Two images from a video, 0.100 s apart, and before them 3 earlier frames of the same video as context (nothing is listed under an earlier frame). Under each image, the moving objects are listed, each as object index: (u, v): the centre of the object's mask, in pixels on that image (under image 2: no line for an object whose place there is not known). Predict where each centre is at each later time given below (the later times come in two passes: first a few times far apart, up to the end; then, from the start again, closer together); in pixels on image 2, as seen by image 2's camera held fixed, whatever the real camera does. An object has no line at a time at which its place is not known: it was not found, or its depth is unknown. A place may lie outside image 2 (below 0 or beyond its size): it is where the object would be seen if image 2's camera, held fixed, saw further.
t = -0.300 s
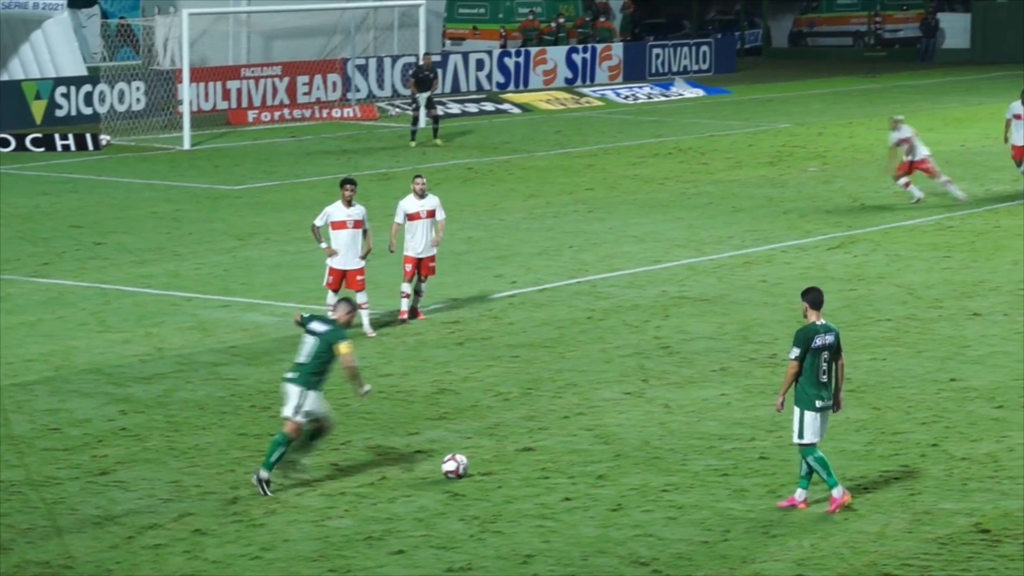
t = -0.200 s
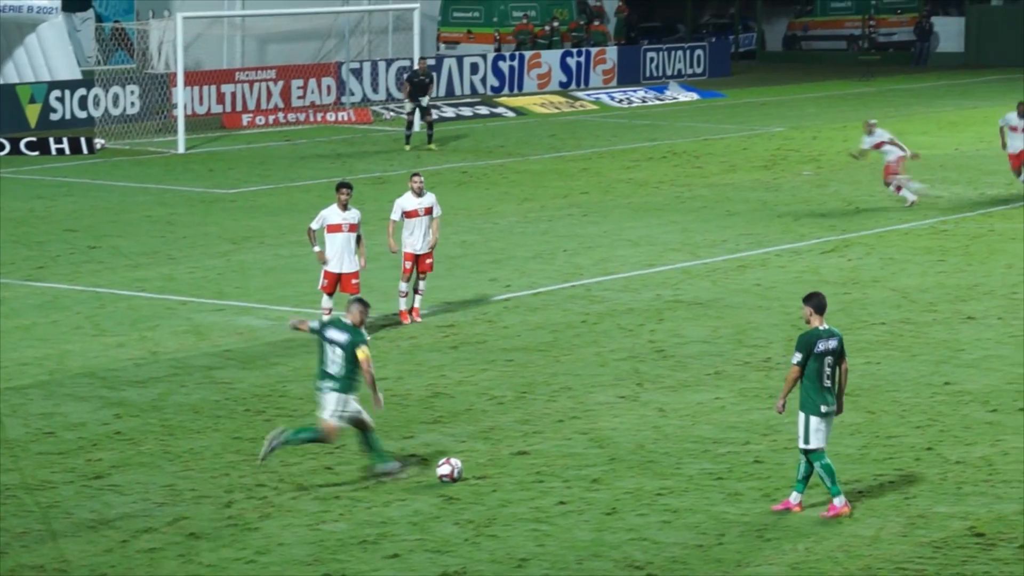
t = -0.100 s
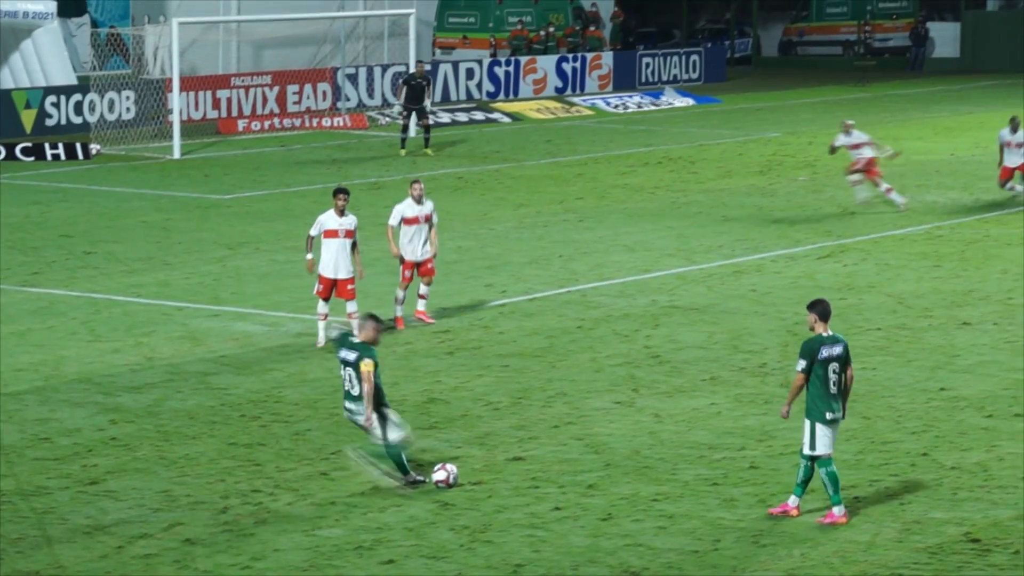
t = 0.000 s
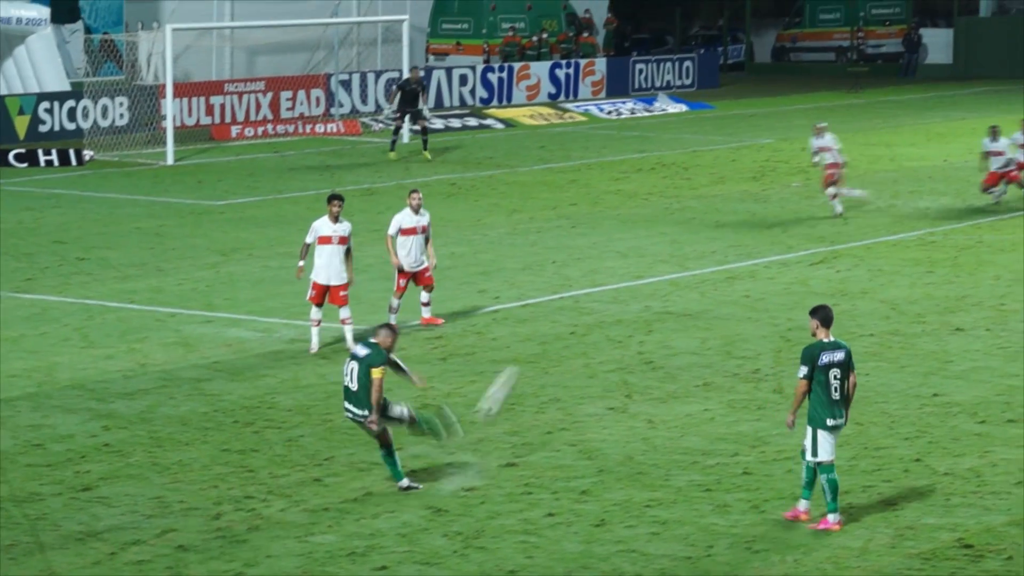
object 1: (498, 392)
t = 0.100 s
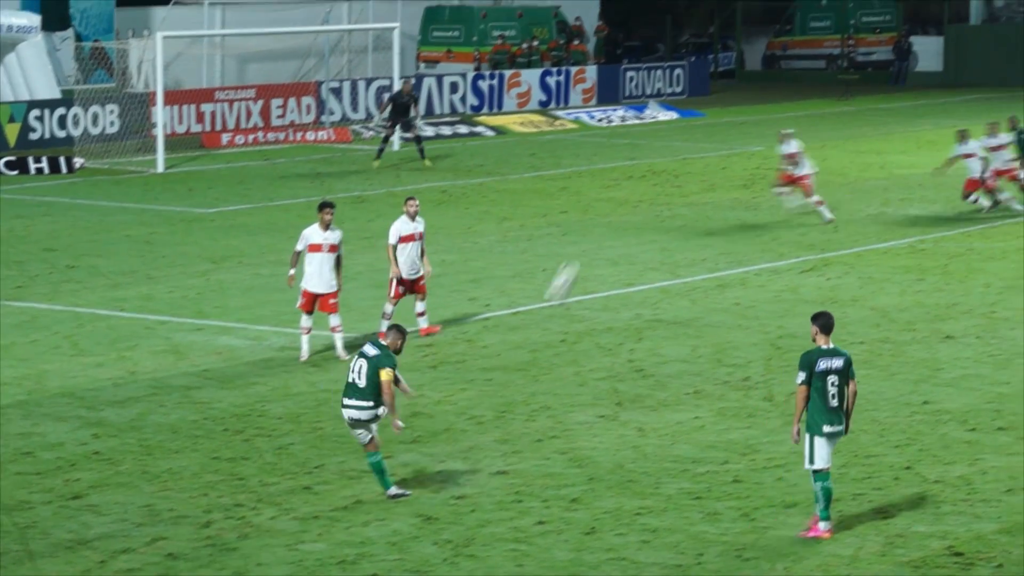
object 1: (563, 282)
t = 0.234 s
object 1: (630, 167)
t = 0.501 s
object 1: (693, 38)
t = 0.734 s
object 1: (703, -3)
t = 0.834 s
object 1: (699, -6)
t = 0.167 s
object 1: (600, 220)
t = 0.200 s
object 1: (617, 191)
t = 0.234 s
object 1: (630, 167)
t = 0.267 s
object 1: (643, 145)
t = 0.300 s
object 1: (652, 127)
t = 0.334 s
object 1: (662, 105)
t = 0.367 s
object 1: (671, 89)
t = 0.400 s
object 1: (678, 74)
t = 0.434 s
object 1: (684, 59)
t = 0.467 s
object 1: (689, 49)
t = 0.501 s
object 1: (693, 38)
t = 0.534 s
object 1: (696, 29)
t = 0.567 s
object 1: (699, 21)
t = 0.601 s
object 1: (701, 14)
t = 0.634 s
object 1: (702, 8)
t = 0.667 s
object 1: (703, 4)
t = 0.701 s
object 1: (703, 0)
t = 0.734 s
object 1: (703, -3)
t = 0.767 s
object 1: (702, -5)
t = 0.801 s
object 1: (701, -6)
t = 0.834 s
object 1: (699, -6)
